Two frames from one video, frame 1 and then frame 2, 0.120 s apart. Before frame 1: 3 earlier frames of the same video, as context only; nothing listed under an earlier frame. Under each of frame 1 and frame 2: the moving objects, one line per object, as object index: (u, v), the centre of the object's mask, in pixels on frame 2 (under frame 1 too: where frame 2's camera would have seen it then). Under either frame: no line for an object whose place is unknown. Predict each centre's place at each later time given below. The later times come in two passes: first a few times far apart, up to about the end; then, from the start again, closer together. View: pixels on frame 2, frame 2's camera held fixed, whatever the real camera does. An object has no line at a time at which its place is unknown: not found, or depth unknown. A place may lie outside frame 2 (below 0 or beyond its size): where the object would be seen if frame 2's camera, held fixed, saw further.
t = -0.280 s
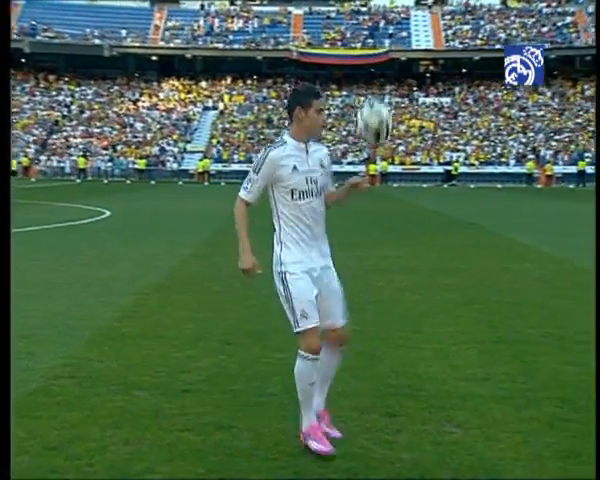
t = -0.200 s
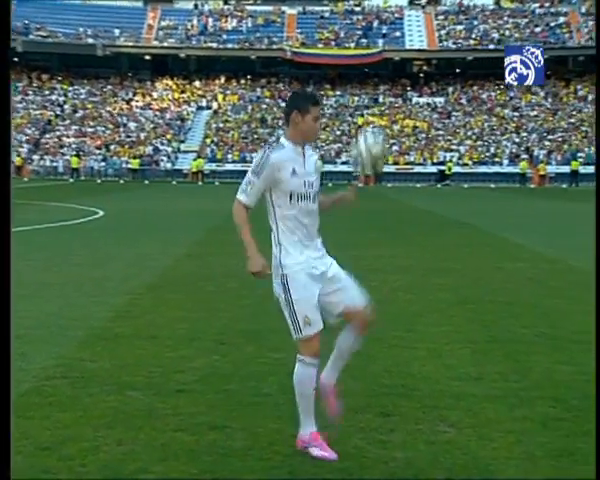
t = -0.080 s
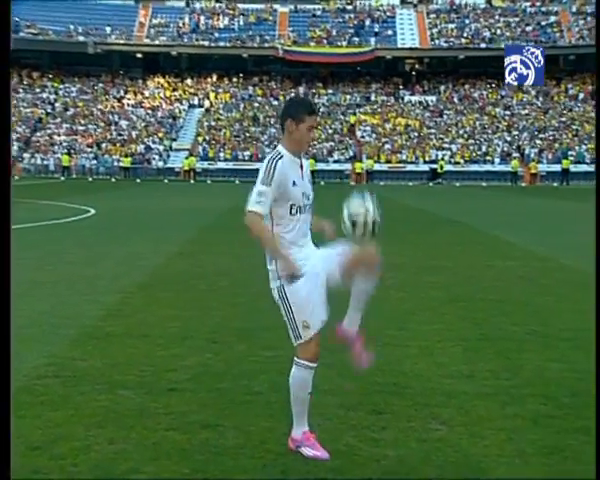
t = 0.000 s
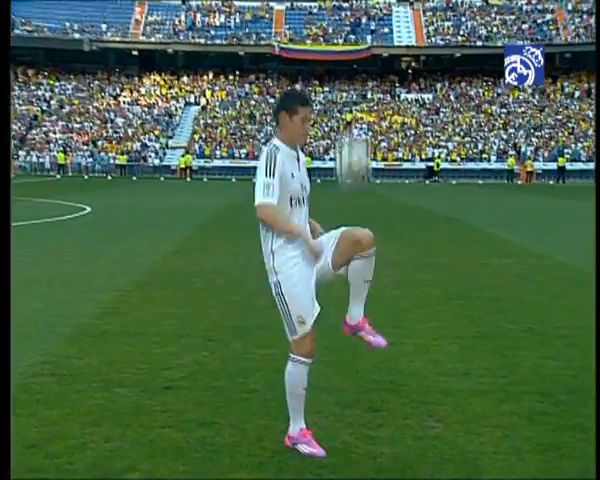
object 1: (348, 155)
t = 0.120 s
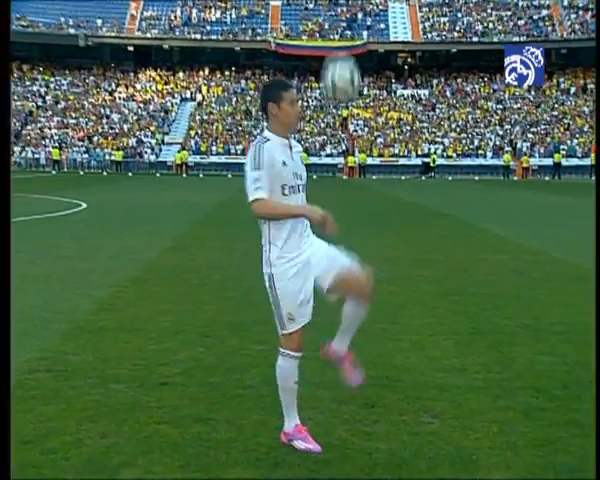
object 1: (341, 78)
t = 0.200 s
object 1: (337, 48)
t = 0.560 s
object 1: (315, 54)
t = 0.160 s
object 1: (338, 62)
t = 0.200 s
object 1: (337, 48)
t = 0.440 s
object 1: (321, 21)
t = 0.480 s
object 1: (319, 25)
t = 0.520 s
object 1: (317, 39)
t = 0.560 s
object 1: (315, 54)
